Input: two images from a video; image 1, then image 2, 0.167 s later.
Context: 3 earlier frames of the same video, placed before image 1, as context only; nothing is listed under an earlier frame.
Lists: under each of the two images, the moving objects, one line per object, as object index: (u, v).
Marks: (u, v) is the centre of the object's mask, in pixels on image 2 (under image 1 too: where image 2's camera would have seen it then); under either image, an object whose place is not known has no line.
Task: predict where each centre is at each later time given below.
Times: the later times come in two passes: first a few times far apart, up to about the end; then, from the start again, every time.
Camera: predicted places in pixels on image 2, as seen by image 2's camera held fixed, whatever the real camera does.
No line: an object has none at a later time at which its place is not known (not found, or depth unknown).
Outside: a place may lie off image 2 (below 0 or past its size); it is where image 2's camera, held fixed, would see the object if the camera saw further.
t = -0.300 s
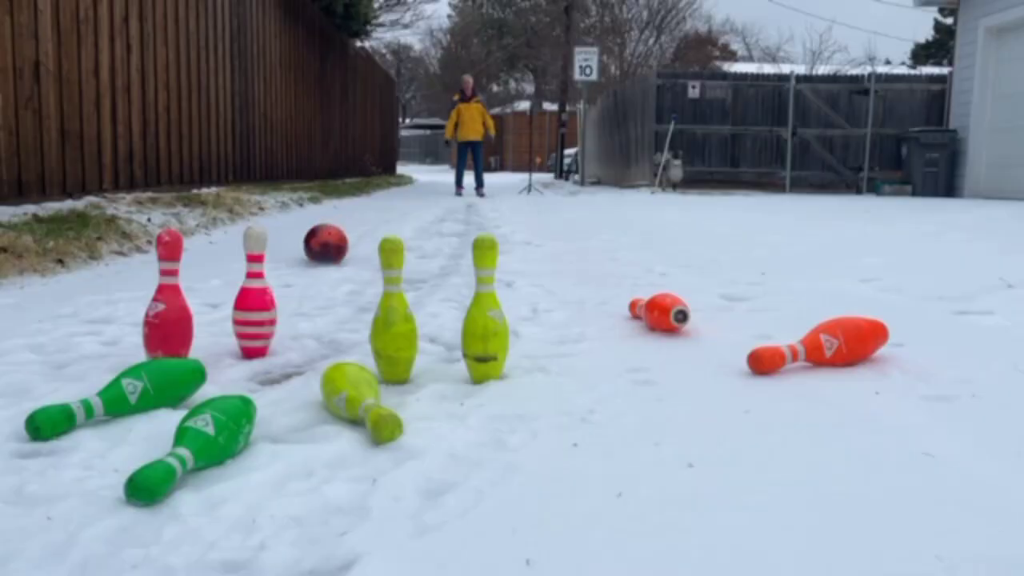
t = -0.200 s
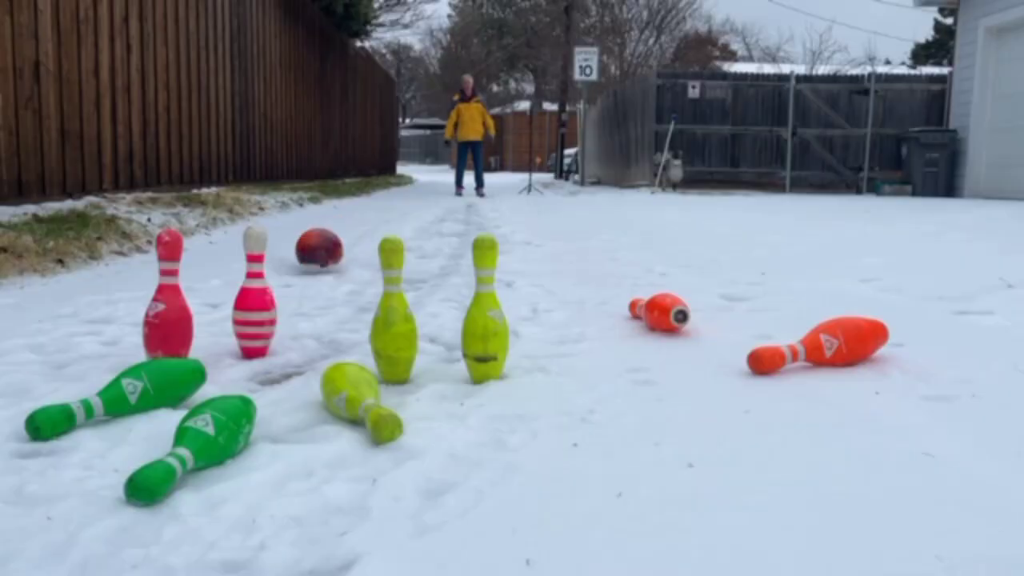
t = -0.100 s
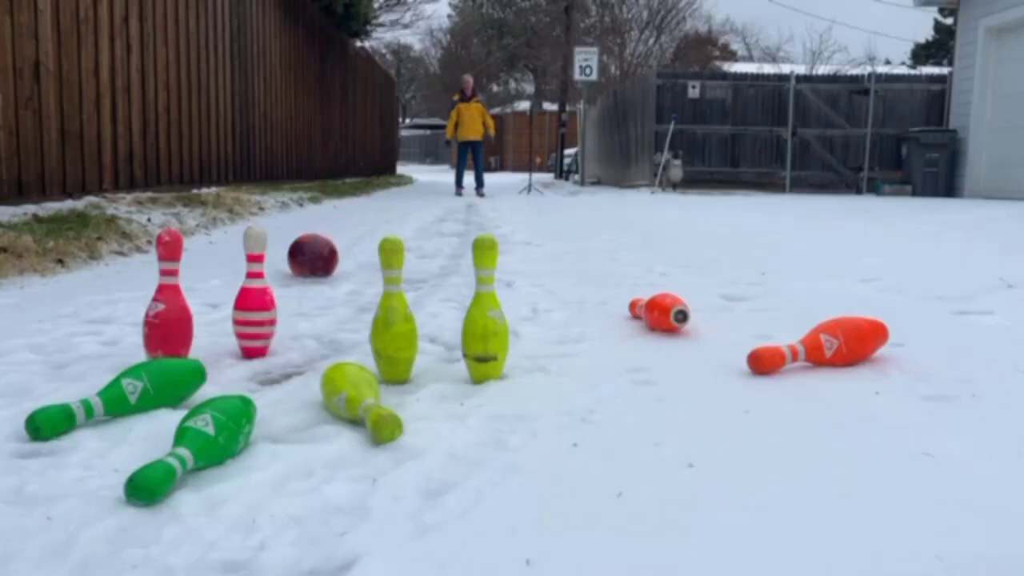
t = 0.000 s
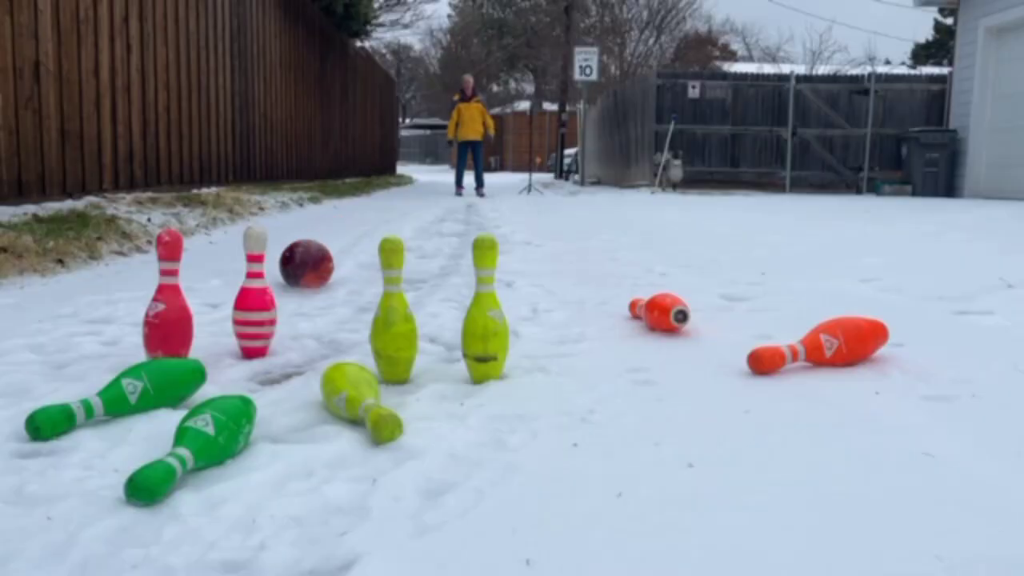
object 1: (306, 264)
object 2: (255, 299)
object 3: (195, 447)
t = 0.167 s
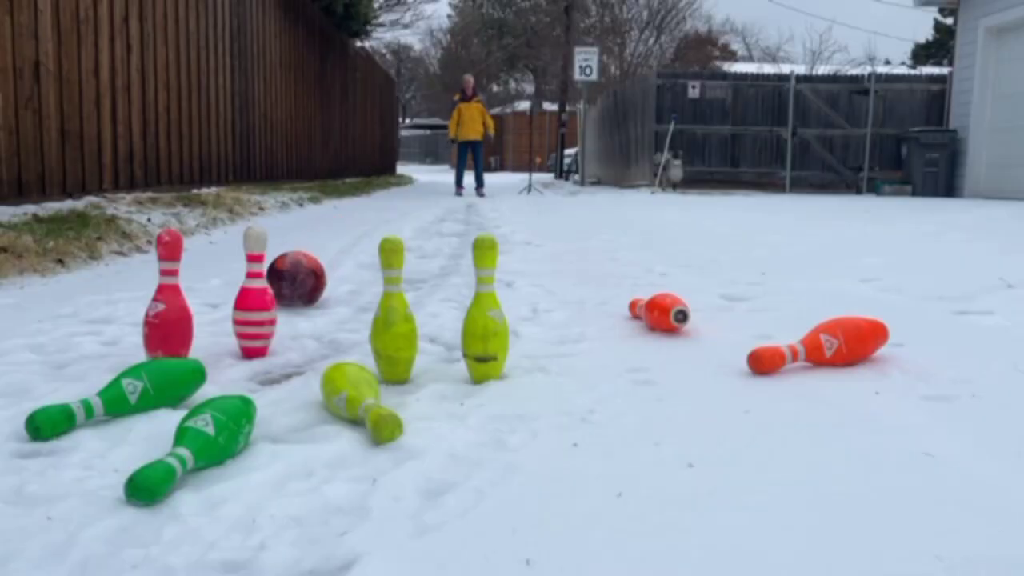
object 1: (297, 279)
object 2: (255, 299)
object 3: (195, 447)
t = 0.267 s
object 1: (293, 286)
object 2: (254, 299)
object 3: (195, 447)
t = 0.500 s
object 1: (282, 310)
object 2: (242, 305)
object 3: (195, 447)
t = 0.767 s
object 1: (257, 333)
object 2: (196, 325)
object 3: (195, 447)
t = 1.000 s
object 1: (267, 346)
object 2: (206, 351)
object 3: (195, 447)
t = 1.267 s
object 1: (265, 347)
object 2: (244, 395)
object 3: (190, 446)
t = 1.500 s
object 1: (262, 348)
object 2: (263, 401)
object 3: (196, 452)
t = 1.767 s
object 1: (262, 348)
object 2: (263, 401)
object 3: (196, 452)
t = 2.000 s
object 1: (262, 348)
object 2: (263, 401)
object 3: (196, 452)
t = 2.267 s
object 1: (262, 348)
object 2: (263, 401)
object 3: (196, 452)
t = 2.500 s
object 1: (262, 349)
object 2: (263, 401)
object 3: (196, 452)
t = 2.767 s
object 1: (262, 349)
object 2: (263, 401)
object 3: (196, 452)
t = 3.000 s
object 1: (262, 348)
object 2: (263, 401)
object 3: (196, 452)
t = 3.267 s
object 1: (262, 348)
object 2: (263, 401)
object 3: (196, 452)
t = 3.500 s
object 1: (262, 348)
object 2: (263, 401)
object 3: (196, 452)
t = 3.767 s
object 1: (262, 348)
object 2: (263, 401)
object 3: (196, 452)
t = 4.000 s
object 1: (262, 348)
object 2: (263, 401)
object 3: (196, 452)
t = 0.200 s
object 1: (295, 282)
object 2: (254, 299)
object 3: (195, 447)
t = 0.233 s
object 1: (294, 283)
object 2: (254, 299)
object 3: (195, 447)
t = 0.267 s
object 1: (293, 286)
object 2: (254, 299)
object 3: (195, 447)
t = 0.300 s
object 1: (292, 289)
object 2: (254, 299)
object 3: (195, 447)
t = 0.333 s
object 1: (291, 291)
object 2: (255, 300)
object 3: (195, 447)
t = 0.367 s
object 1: (291, 295)
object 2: (255, 299)
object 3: (195, 447)
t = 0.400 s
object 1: (290, 300)
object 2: (255, 299)
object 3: (195, 447)
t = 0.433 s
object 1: (289, 303)
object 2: (255, 300)
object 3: (195, 447)
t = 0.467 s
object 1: (287, 306)
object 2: (252, 300)
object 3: (195, 447)
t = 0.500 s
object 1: (282, 310)
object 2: (242, 305)
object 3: (195, 447)
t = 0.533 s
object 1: (277, 313)
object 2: (233, 310)
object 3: (195, 447)
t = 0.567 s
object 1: (272, 316)
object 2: (224, 316)
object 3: (195, 447)
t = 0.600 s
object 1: (268, 320)
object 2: (216, 319)
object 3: (195, 447)
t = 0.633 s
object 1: (265, 322)
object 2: (210, 321)
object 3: (195, 447)
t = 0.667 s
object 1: (263, 324)
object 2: (206, 318)
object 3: (195, 447)
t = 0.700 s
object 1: (260, 327)
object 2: (201, 319)
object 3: (195, 446)
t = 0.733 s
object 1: (258, 330)
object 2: (198, 322)
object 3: (195, 447)
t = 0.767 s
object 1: (257, 333)
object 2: (196, 325)
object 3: (195, 447)
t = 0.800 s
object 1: (257, 336)
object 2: (195, 328)
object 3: (195, 447)
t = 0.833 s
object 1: (257, 338)
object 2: (195, 331)
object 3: (195, 447)
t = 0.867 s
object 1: (257, 341)
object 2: (195, 333)
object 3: (195, 447)
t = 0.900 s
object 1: (259, 342)
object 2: (197, 336)
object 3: (195, 447)
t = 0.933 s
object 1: (261, 342)
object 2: (199, 339)
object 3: (195, 447)
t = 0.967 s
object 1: (263, 344)
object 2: (202, 344)
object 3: (195, 447)
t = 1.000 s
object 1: (267, 346)
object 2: (206, 351)
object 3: (195, 447)
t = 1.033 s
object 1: (272, 350)
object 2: (212, 359)
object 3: (195, 447)
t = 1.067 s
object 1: (269, 343)
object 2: (218, 374)
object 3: (195, 447)
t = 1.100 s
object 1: (267, 342)
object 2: (225, 382)
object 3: (193, 446)
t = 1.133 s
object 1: (266, 341)
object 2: (235, 385)
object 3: (192, 442)
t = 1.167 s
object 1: (267, 344)
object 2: (241, 389)
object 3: (189, 441)
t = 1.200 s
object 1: (267, 346)
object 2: (246, 393)
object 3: (189, 442)
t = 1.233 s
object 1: (266, 346)
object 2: (243, 394)
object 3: (190, 444)
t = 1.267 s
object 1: (265, 347)
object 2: (244, 395)
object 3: (190, 446)
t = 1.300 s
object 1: (265, 347)
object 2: (250, 397)
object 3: (193, 449)
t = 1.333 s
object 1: (264, 347)
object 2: (255, 398)
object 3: (194, 452)
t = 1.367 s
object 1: (263, 347)
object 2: (259, 399)
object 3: (196, 452)
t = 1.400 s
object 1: (263, 347)
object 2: (261, 400)
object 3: (196, 452)
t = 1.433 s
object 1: (262, 347)
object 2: (262, 400)
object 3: (196, 452)
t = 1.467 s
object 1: (262, 348)
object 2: (263, 401)
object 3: (196, 452)
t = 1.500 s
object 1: (262, 348)
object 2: (263, 401)
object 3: (196, 452)
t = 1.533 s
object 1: (262, 348)
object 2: (263, 401)
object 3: (196, 452)
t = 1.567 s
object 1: (262, 348)
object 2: (263, 401)
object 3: (196, 452)
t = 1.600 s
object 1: (263, 348)
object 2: (263, 401)
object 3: (196, 452)
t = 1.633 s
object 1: (262, 348)
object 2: (263, 401)
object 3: (196, 452)
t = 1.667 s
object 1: (262, 348)
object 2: (263, 401)
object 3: (196, 452)
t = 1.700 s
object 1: (262, 348)
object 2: (263, 401)
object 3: (196, 452)
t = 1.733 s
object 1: (262, 348)
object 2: (263, 401)
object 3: (196, 452)
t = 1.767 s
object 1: (262, 348)
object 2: (263, 401)
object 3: (196, 452)
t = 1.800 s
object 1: (262, 348)
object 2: (263, 401)
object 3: (196, 452)
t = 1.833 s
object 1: (262, 348)
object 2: (263, 401)
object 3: (196, 452)
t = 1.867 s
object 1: (262, 348)
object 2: (263, 401)
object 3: (196, 452)
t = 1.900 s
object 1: (262, 348)
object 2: (263, 401)
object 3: (196, 452)
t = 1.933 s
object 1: (262, 348)
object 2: (263, 401)
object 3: (196, 452)
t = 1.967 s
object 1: (262, 348)
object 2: (263, 401)
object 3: (196, 452)
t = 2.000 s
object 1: (262, 348)
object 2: (263, 401)
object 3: (196, 452)
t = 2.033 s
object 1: (262, 348)
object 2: (263, 401)
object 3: (196, 452)
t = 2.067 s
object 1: (262, 348)
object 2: (263, 401)
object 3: (196, 452)
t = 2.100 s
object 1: (262, 348)
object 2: (263, 401)
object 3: (196, 452)
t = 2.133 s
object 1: (262, 348)
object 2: (263, 401)
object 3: (196, 452)
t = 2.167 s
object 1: (262, 348)
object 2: (263, 401)
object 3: (196, 452)
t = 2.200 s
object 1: (262, 348)
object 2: (263, 401)
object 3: (196, 452)
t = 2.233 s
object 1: (262, 348)
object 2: (263, 401)
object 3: (196, 452)
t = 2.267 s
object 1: (262, 348)
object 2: (263, 401)
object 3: (196, 452)
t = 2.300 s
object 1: (262, 348)
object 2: (263, 401)
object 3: (196, 452)
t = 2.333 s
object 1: (262, 348)
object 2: (263, 401)
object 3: (196, 452)
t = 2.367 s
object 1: (262, 348)
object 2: (263, 401)
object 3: (196, 452)
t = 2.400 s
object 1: (262, 348)
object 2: (263, 401)
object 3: (196, 452)
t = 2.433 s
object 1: (262, 348)
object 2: (263, 401)
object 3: (196, 452)
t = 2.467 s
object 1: (262, 348)
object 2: (263, 401)
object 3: (196, 452)
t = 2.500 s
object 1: (262, 349)
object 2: (263, 401)
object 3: (196, 452)
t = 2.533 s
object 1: (262, 349)
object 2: (263, 401)
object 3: (196, 452)
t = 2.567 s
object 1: (262, 349)
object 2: (263, 401)
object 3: (196, 452)
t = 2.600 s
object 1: (262, 349)
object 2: (263, 401)
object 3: (196, 452)
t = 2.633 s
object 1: (262, 349)
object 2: (263, 401)
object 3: (196, 452)
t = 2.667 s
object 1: (262, 349)
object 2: (263, 401)
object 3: (196, 452)
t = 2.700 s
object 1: (262, 349)
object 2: (263, 401)
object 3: (196, 452)
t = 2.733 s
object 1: (262, 349)
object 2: (263, 401)
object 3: (196, 452)
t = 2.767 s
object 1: (262, 349)
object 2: (263, 401)
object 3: (196, 452)
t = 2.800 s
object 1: (262, 349)
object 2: (263, 401)
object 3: (196, 452)
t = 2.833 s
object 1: (262, 349)
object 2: (263, 401)
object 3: (196, 452)
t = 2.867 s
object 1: (262, 349)
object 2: (263, 401)
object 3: (196, 452)
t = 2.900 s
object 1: (262, 349)
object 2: (263, 401)
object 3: (196, 452)
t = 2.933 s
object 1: (262, 349)
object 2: (263, 401)
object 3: (196, 452)
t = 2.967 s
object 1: (262, 349)
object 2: (263, 401)
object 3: (196, 452)
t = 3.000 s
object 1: (262, 348)
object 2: (263, 401)
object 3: (196, 452)
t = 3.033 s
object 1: (262, 348)
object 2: (263, 401)
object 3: (196, 452)
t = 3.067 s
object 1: (262, 348)
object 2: (263, 401)
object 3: (196, 452)
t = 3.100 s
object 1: (262, 348)
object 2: (263, 401)
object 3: (196, 452)
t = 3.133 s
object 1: (262, 348)
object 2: (263, 401)
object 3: (196, 452)
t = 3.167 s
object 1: (262, 348)
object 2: (263, 401)
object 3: (196, 452)
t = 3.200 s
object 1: (262, 348)
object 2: (263, 401)
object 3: (196, 452)
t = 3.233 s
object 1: (262, 348)
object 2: (263, 401)
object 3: (196, 452)
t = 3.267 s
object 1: (262, 348)
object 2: (263, 401)
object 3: (196, 452)
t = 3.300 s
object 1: (262, 348)
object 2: (263, 401)
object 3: (196, 452)
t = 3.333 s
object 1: (262, 348)
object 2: (263, 401)
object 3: (196, 452)
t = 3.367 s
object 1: (262, 348)
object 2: (263, 401)
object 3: (196, 452)
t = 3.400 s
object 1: (262, 348)
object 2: (263, 401)
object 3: (196, 452)
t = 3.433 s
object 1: (262, 348)
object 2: (263, 401)
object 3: (196, 452)
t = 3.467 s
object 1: (262, 348)
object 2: (263, 401)
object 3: (196, 452)
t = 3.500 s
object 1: (262, 348)
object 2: (263, 401)
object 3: (196, 452)
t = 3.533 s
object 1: (262, 348)
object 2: (263, 401)
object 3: (196, 452)
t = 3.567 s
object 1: (262, 348)
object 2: (263, 401)
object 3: (196, 452)
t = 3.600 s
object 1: (262, 348)
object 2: (263, 401)
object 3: (196, 452)
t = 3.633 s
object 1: (262, 348)
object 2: (263, 401)
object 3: (196, 452)
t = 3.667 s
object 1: (262, 348)
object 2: (263, 401)
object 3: (196, 452)
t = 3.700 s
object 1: (262, 348)
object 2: (263, 401)
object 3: (196, 452)
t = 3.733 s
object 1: (262, 348)
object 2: (263, 401)
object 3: (196, 452)
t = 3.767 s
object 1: (262, 348)
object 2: (263, 401)
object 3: (196, 452)
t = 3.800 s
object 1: (262, 348)
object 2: (263, 401)
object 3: (196, 452)
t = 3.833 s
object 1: (262, 348)
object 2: (263, 401)
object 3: (196, 452)
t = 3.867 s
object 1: (262, 348)
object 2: (263, 401)
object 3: (196, 452)
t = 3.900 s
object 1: (262, 348)
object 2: (263, 401)
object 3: (196, 452)
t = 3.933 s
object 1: (262, 348)
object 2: (263, 401)
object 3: (196, 452)
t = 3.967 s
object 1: (262, 348)
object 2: (263, 401)
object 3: (196, 452)
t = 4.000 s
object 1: (262, 348)
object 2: (263, 401)
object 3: (196, 452)
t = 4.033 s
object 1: (262, 348)
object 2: (263, 401)
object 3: (196, 452)
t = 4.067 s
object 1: (262, 348)
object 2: (263, 401)
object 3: (196, 452)
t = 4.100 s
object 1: (262, 348)
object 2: (263, 401)
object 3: (196, 452)
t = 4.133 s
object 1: (262, 348)
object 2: (263, 401)
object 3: (196, 452)
